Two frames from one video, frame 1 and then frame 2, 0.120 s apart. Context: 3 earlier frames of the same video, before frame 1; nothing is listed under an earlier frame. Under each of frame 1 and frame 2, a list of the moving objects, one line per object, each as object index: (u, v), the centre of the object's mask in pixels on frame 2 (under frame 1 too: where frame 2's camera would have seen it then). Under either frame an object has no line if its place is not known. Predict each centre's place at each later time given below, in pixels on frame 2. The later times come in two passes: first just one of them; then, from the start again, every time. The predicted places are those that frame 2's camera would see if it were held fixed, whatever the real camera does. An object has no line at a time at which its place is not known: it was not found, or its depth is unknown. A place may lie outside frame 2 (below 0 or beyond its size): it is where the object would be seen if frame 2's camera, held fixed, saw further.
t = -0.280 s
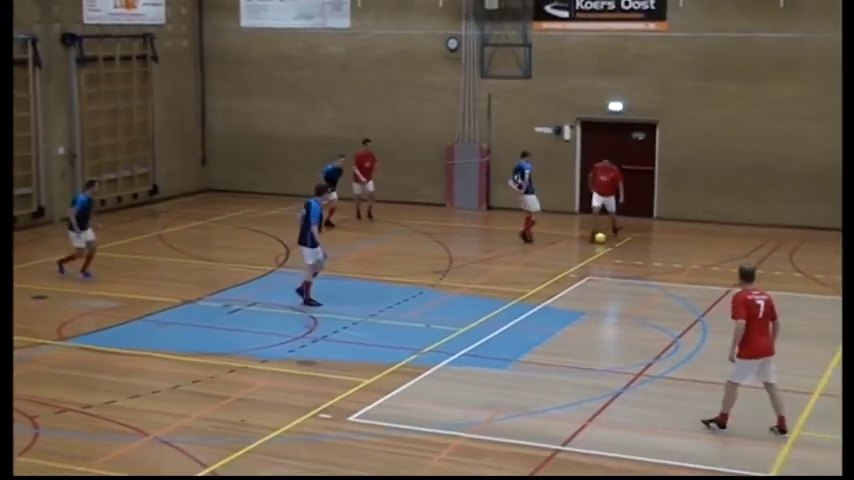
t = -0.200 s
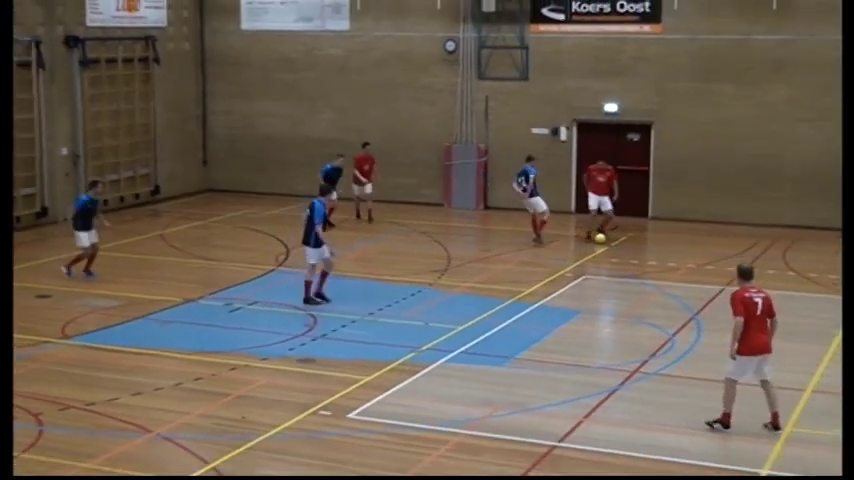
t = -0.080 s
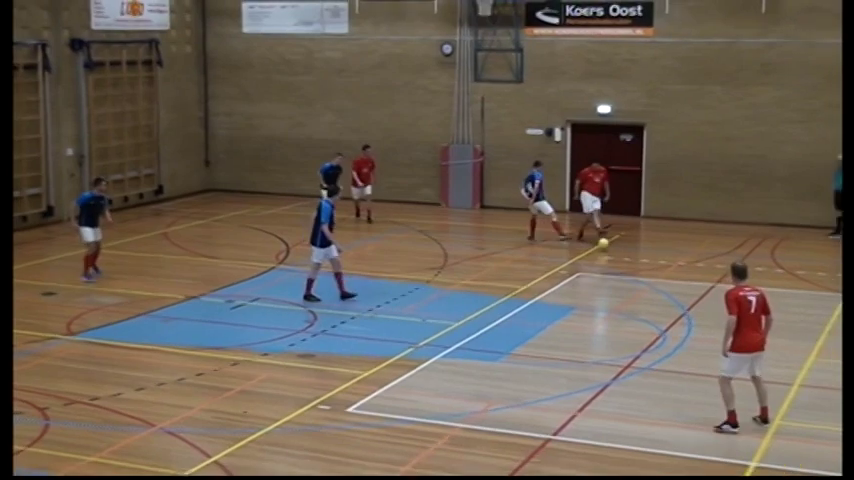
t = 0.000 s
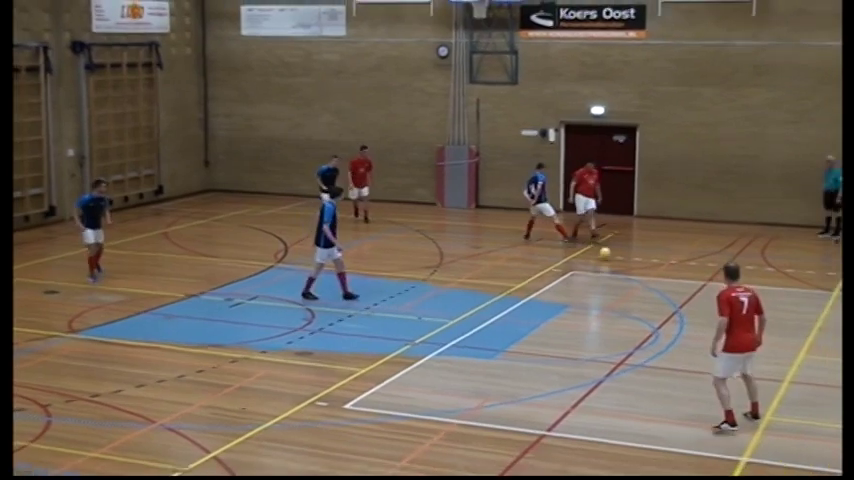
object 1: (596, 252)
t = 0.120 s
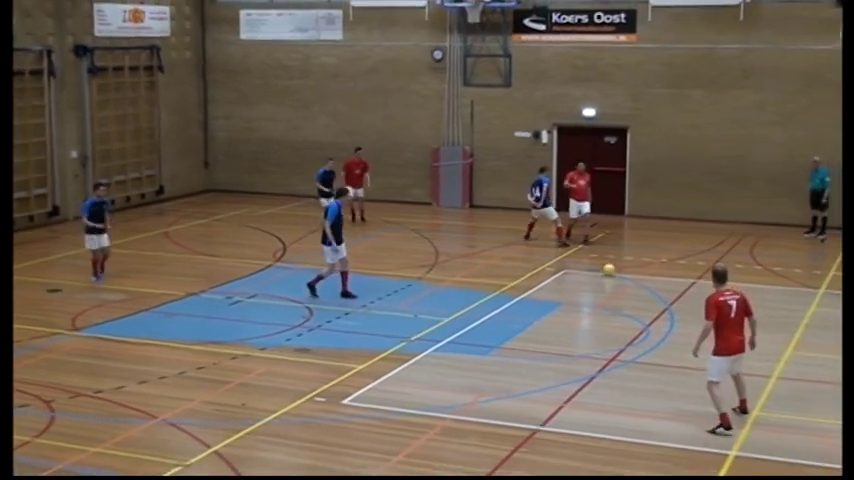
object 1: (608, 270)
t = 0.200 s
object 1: (617, 282)
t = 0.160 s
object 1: (612, 275)
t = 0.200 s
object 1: (617, 282)
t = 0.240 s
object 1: (620, 287)
